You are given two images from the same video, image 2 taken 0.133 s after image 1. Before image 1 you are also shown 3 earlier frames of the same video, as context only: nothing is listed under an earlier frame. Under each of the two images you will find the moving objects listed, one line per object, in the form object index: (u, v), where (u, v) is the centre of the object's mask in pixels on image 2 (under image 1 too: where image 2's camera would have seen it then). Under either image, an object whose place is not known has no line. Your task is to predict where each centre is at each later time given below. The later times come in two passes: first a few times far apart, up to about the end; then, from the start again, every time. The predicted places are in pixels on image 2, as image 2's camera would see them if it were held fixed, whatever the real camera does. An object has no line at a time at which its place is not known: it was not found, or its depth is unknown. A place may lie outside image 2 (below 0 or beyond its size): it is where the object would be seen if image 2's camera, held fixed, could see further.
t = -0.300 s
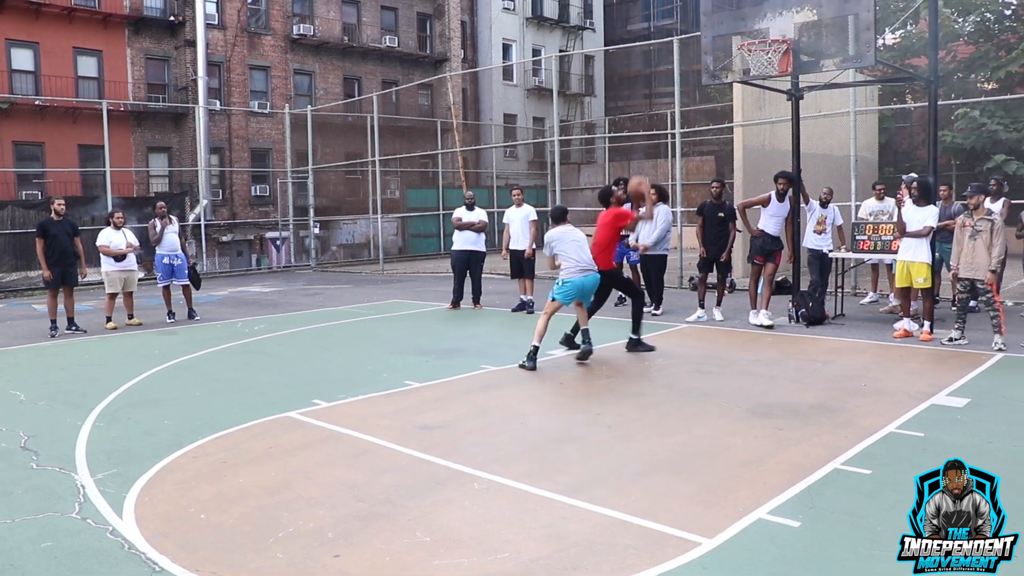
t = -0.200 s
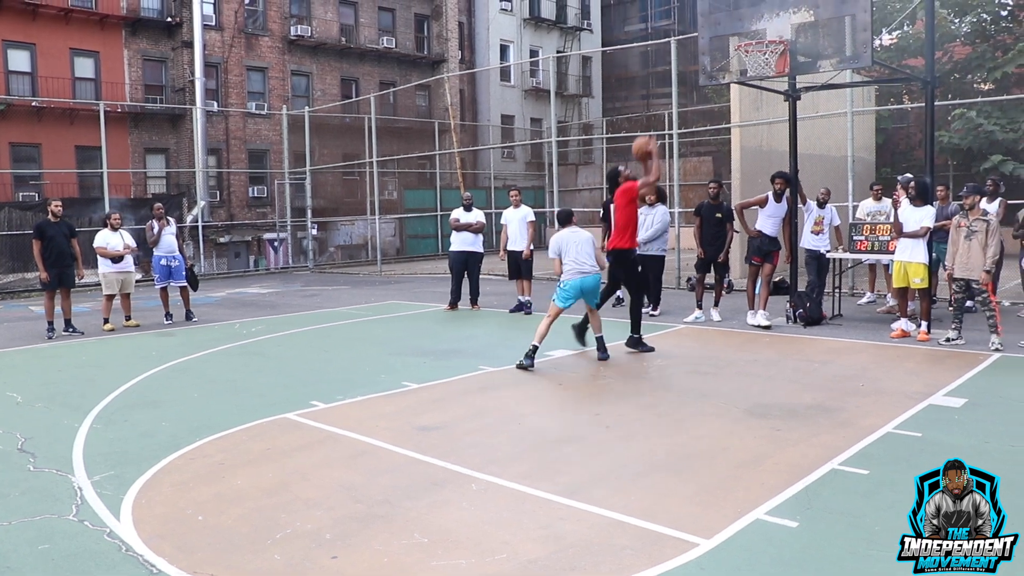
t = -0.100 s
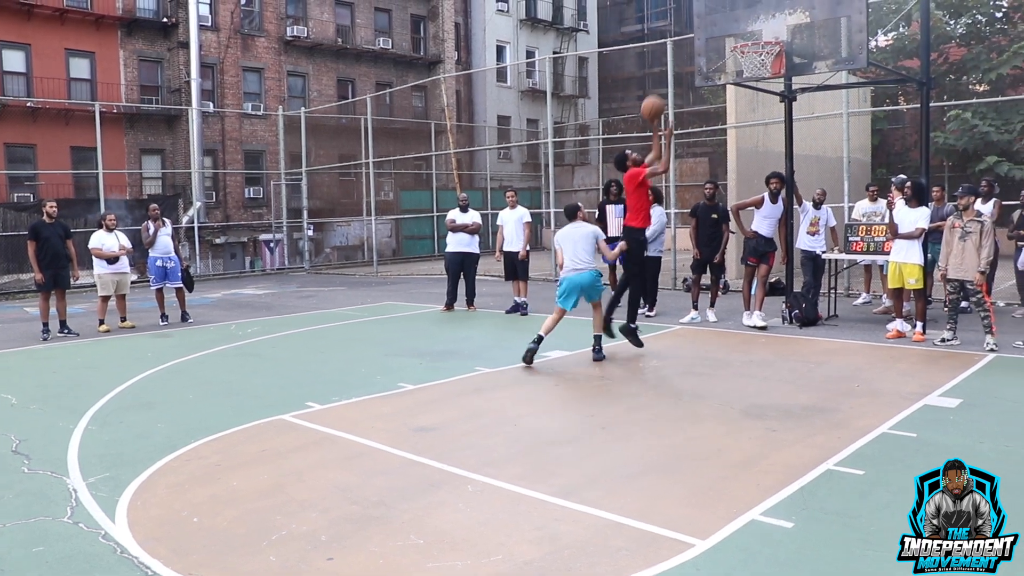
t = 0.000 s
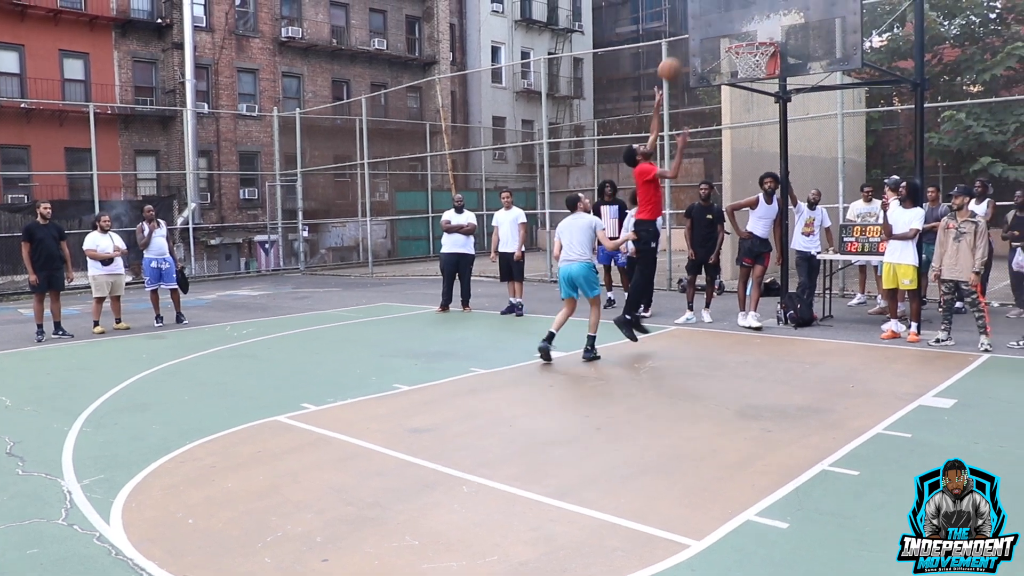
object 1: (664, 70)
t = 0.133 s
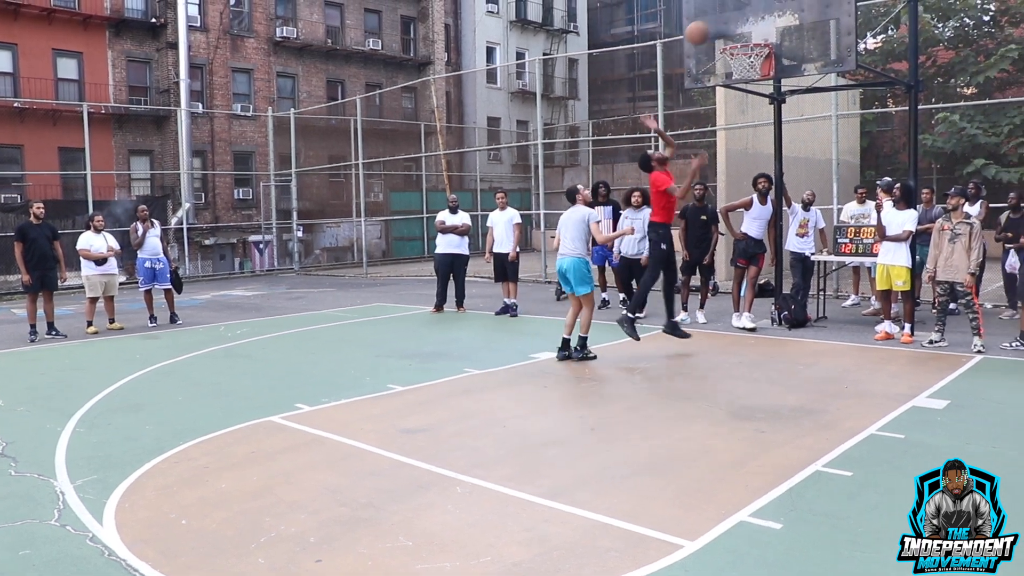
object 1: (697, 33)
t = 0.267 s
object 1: (727, 12)
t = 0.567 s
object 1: (751, 34)
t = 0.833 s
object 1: (746, 54)
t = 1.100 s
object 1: (745, 78)
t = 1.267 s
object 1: (747, 85)
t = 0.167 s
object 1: (705, 26)
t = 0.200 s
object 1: (714, 20)
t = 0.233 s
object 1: (722, 16)
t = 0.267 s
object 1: (727, 12)
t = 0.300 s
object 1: (730, 11)
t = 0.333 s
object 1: (732, 11)
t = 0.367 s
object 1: (734, 11)
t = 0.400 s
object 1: (737, 13)
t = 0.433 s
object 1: (740, 15)
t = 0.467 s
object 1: (742, 18)
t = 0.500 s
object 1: (745, 23)
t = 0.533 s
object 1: (748, 29)
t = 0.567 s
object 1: (751, 34)
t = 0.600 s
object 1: (751, 37)
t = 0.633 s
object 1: (745, 38)
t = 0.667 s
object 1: (745, 54)
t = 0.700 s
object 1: (745, 54)
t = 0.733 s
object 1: (745, 53)
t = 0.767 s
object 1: (746, 52)
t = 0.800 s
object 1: (744, 52)
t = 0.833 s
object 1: (746, 54)
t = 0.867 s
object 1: (748, 57)
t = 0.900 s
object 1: (747, 57)
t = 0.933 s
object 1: (749, 58)
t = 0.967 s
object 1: (747, 58)
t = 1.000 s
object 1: (747, 66)
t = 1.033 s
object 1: (748, 76)
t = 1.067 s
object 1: (747, 77)
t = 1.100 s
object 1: (745, 78)
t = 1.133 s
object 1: (745, 79)
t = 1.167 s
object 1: (745, 80)
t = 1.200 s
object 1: (746, 82)
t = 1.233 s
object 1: (746, 83)
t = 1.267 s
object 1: (747, 85)
